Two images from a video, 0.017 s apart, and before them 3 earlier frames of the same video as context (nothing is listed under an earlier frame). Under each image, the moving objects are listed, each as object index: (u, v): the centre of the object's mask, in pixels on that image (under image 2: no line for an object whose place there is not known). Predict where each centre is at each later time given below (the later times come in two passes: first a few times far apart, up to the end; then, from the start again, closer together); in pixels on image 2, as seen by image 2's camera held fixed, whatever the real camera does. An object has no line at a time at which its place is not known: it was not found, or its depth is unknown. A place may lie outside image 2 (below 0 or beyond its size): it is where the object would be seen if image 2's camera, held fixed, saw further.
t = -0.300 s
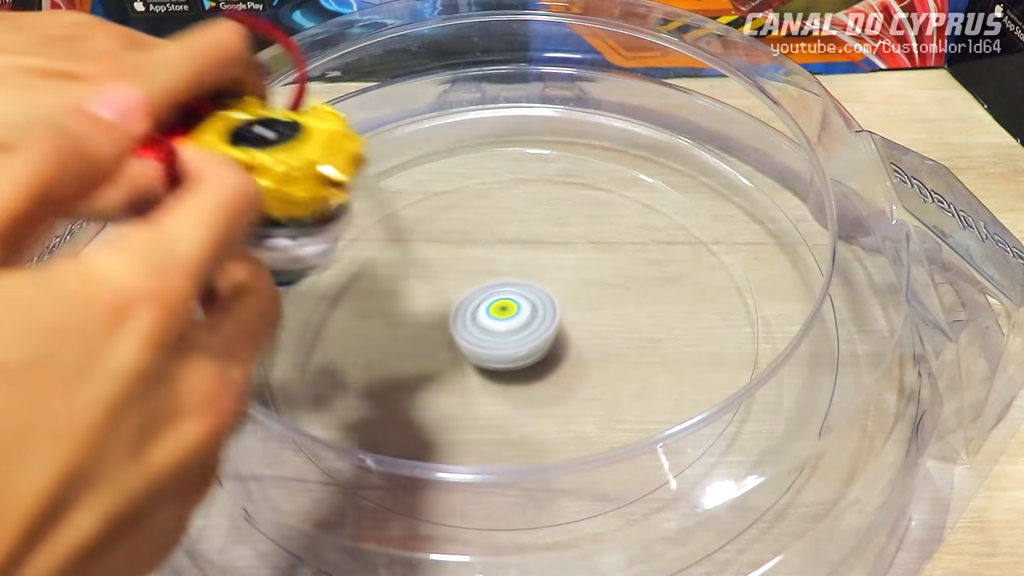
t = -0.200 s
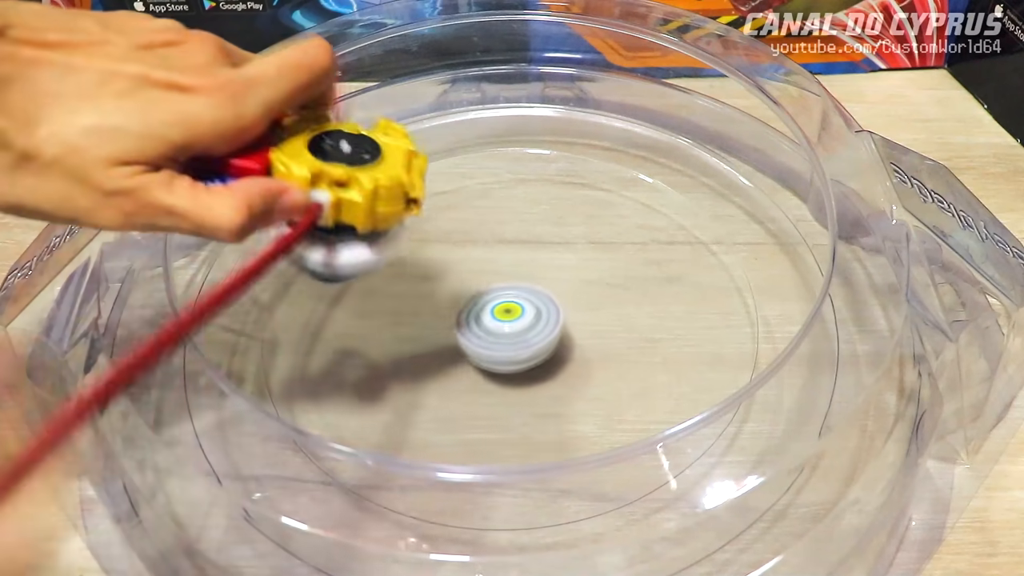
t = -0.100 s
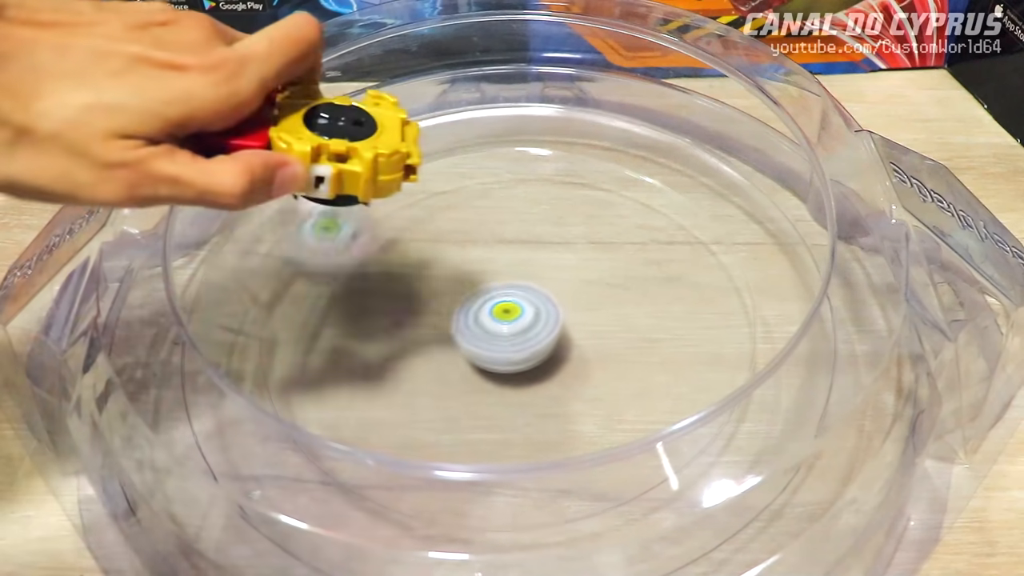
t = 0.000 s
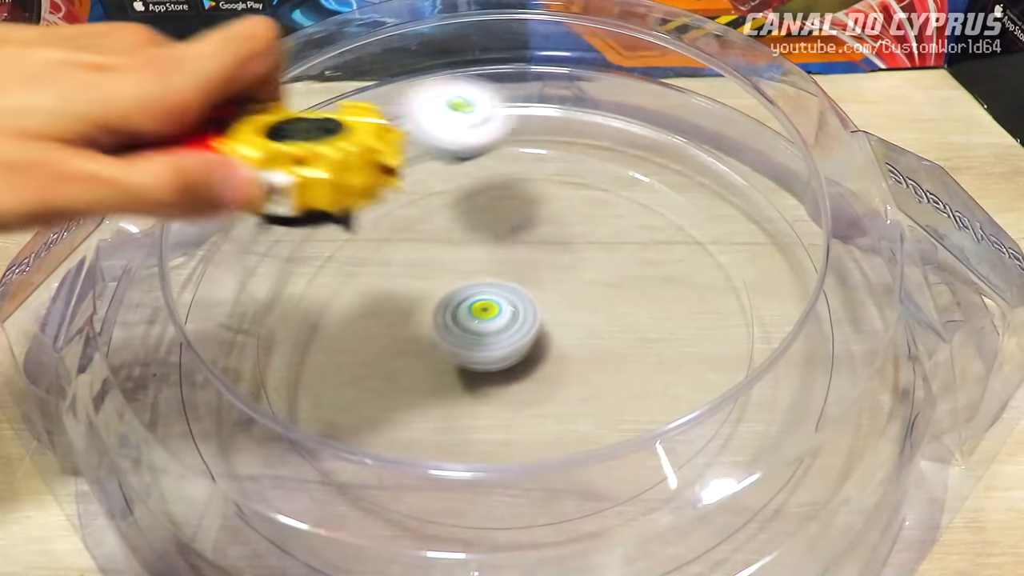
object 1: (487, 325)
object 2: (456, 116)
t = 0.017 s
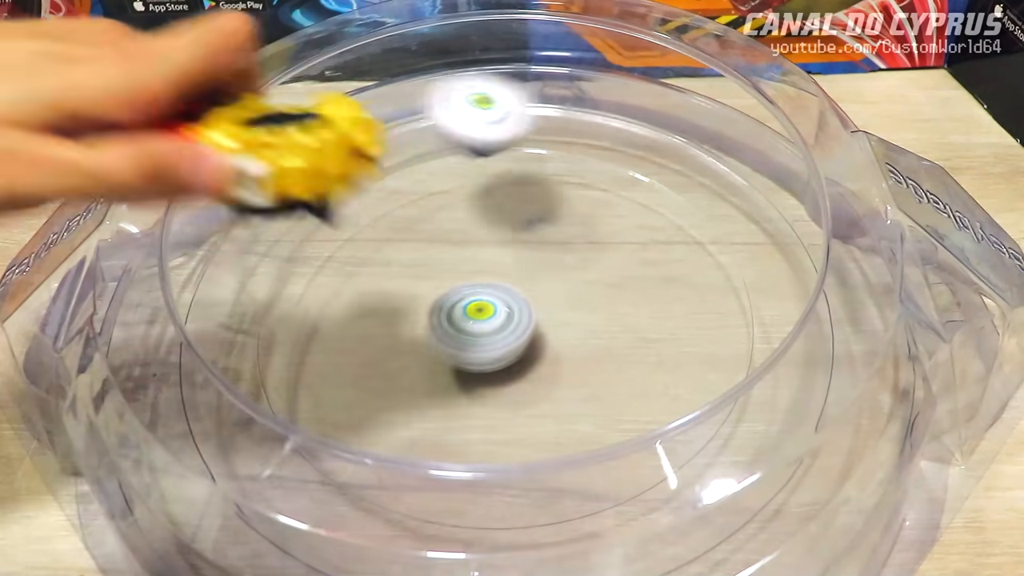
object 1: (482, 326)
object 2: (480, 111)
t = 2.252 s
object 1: (527, 309)
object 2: (676, 404)
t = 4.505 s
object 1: (504, 306)
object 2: (693, 239)
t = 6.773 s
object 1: (499, 308)
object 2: (448, 152)
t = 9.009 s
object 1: (515, 311)
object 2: (535, 218)
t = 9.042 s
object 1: (514, 327)
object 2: (549, 218)
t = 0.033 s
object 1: (477, 327)
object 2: (502, 110)
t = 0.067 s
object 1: (465, 332)
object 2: (549, 123)
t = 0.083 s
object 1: (461, 335)
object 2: (569, 134)
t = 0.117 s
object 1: (451, 341)
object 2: (607, 111)
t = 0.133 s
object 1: (447, 343)
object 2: (625, 104)
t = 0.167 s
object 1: (445, 345)
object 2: (661, 100)
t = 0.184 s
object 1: (444, 346)
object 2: (679, 103)
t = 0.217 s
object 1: (448, 345)
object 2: (717, 127)
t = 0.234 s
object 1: (453, 345)
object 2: (739, 145)
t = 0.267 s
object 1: (461, 344)
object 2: (752, 172)
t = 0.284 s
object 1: (465, 344)
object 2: (748, 190)
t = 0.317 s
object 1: (474, 339)
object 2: (754, 239)
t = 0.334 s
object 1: (479, 337)
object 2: (753, 272)
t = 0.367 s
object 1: (487, 331)
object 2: (739, 318)
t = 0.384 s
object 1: (491, 329)
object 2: (735, 353)
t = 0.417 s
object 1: (498, 326)
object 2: (710, 416)
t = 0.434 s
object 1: (499, 324)
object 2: (692, 438)
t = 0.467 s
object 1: (503, 320)
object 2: (650, 512)
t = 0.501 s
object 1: (504, 316)
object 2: (608, 539)
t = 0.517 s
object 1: (504, 314)
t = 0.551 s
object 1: (504, 311)
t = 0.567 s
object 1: (503, 310)
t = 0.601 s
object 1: (499, 303)
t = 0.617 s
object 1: (496, 299)
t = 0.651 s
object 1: (493, 292)
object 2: (386, 550)
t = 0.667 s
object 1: (490, 290)
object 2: (362, 548)
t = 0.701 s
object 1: (483, 285)
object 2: (326, 541)
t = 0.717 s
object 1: (480, 283)
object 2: (309, 538)
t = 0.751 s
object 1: (469, 280)
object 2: (276, 531)
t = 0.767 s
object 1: (463, 279)
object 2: (258, 529)
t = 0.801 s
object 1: (453, 281)
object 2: (226, 519)
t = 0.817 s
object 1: (448, 284)
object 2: (215, 513)
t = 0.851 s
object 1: (445, 293)
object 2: (196, 490)
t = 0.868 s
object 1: (446, 297)
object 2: (184, 477)
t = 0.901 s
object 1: (451, 303)
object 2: (164, 456)
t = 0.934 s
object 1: (457, 308)
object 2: (149, 433)
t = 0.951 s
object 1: (461, 311)
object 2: (152, 420)
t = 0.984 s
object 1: (467, 315)
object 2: (158, 393)
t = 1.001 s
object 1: (470, 317)
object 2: (162, 379)
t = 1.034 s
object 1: (474, 319)
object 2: (173, 354)
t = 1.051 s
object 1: (475, 319)
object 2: (183, 340)
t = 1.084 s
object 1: (480, 317)
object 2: (203, 314)
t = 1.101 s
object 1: (484, 317)
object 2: (211, 303)
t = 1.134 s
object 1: (488, 314)
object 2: (228, 281)
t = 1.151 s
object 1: (489, 312)
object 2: (234, 271)
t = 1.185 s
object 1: (495, 308)
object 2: (252, 251)
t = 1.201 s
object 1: (499, 306)
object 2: (262, 241)
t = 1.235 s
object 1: (508, 302)
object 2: (287, 222)
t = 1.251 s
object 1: (514, 299)
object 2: (301, 213)
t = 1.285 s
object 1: (523, 294)
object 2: (338, 191)
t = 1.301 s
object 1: (527, 292)
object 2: (358, 181)
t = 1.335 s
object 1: (532, 289)
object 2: (405, 163)
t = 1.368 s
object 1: (535, 291)
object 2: (458, 144)
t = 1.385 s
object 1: (534, 292)
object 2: (485, 139)
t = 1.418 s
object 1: (532, 297)
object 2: (545, 130)
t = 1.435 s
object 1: (529, 299)
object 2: (576, 127)
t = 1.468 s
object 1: (521, 302)
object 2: (637, 130)
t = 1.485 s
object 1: (517, 304)
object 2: (662, 135)
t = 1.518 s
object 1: (507, 304)
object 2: (708, 140)
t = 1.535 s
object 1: (504, 303)
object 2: (725, 144)
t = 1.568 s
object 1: (502, 304)
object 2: (757, 152)
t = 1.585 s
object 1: (503, 304)
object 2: (768, 162)
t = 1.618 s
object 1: (509, 308)
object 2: (796, 174)
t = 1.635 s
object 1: (514, 309)
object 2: (809, 180)
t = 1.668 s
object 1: (524, 311)
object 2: (827, 194)
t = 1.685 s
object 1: (530, 310)
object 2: (834, 199)
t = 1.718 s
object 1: (541, 307)
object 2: (853, 216)
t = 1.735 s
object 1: (544, 304)
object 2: (861, 224)
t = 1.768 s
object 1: (545, 301)
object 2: (879, 240)
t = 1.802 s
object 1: (544, 298)
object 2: (892, 254)
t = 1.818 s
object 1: (543, 298)
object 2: (898, 264)
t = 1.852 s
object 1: (541, 298)
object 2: (908, 277)
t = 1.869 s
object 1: (539, 298)
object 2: (912, 286)
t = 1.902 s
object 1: (534, 298)
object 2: (915, 302)
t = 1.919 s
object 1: (532, 298)
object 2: (913, 309)
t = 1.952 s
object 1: (527, 300)
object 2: (895, 318)
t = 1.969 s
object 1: (524, 300)
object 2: (885, 323)
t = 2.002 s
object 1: (519, 301)
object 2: (873, 335)
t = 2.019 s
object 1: (517, 301)
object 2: (861, 339)
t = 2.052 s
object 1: (514, 302)
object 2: (846, 349)
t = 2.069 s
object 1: (512, 302)
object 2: (838, 355)
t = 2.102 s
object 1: (510, 301)
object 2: (812, 372)
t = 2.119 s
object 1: (510, 300)
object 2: (799, 374)
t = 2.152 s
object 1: (513, 301)
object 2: (776, 383)
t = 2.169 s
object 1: (515, 301)
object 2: (764, 385)
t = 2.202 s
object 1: (520, 302)
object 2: (734, 391)
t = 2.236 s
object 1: (526, 307)
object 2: (698, 401)
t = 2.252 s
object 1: (527, 309)
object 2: (676, 404)
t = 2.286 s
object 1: (522, 315)
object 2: (625, 415)
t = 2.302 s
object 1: (519, 316)
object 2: (597, 419)
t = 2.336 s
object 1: (515, 320)
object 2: (532, 419)
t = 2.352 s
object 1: (513, 319)
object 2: (499, 418)
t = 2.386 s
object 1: (507, 322)
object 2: (432, 406)
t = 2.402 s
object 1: (505, 323)
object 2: (400, 395)
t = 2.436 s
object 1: (502, 324)
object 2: (348, 358)
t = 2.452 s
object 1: (500, 323)
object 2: (328, 338)
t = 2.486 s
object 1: (498, 322)
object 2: (302, 292)
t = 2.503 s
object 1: (498, 321)
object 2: (293, 268)
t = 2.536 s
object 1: (498, 319)
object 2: (292, 224)
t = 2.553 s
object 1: (499, 317)
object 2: (294, 202)
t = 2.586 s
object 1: (502, 316)
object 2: (303, 168)
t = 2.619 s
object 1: (506, 314)
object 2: (310, 142)
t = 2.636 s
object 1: (508, 313)
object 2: (313, 132)
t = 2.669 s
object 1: (513, 313)
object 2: (329, 110)
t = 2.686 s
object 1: (516, 313)
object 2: (337, 105)
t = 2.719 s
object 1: (519, 313)
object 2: (348, 93)
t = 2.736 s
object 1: (521, 314)
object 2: (355, 91)
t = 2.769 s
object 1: (525, 315)
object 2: (371, 87)
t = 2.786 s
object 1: (525, 316)
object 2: (378, 86)
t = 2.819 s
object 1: (522, 318)
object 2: (393, 86)
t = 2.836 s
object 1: (518, 318)
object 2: (400, 85)
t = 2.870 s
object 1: (512, 316)
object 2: (418, 85)
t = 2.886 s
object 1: (508, 315)
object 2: (430, 86)
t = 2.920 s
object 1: (498, 309)
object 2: (452, 92)
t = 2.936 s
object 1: (494, 306)
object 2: (461, 92)
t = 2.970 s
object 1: (488, 303)
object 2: (479, 97)
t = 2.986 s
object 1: (486, 301)
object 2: (486, 99)
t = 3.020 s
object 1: (484, 297)
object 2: (500, 105)
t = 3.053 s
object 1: (485, 297)
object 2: (516, 110)
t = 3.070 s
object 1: (486, 297)
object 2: (524, 114)
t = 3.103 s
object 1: (489, 297)
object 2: (544, 126)
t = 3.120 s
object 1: (492, 299)
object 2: (555, 136)
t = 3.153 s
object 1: (495, 301)
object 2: (578, 156)
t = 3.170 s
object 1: (497, 302)
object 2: (592, 167)
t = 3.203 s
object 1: (501, 308)
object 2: (626, 196)
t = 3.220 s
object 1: (502, 309)
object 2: (640, 212)
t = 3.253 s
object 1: (503, 314)
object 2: (665, 252)
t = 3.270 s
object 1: (503, 316)
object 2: (674, 273)
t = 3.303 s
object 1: (500, 318)
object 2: (681, 319)
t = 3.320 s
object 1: (499, 321)
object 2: (678, 342)
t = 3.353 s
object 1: (494, 323)
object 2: (656, 384)
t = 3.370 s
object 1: (490, 323)
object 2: (642, 411)
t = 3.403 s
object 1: (486, 324)
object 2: (598, 449)
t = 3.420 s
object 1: (483, 323)
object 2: (572, 464)
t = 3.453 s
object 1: (479, 320)
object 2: (505, 487)
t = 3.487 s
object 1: (476, 316)
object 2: (434, 495)
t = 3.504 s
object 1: (474, 314)
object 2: (404, 497)
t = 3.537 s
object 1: (472, 310)
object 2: (349, 504)
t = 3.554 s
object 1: (472, 307)
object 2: (330, 507)
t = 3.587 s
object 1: (473, 303)
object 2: (297, 510)
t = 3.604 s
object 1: (474, 301)
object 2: (281, 509)
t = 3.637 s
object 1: (475, 296)
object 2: (256, 499)
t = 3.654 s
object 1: (478, 295)
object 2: (248, 489)
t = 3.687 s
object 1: (482, 291)
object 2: (238, 468)
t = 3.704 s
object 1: (484, 289)
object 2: (237, 451)
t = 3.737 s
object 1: (491, 288)
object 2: (234, 430)
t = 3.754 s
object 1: (494, 287)
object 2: (231, 424)
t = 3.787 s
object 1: (500, 287)
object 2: (224, 412)
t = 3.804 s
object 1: (502, 287)
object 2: (223, 405)
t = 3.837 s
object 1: (506, 288)
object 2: (220, 392)
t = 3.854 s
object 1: (508, 289)
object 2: (219, 386)
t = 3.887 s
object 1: (510, 290)
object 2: (220, 372)
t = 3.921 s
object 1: (513, 294)
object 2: (220, 361)
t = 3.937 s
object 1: (513, 296)
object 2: (222, 355)
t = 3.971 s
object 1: (514, 300)
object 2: (225, 344)
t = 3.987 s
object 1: (514, 301)
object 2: (228, 338)
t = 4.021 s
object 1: (513, 303)
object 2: (240, 322)
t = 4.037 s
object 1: (513, 305)
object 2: (240, 317)
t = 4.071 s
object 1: (511, 306)
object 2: (243, 306)
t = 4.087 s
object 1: (511, 308)
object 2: (248, 299)
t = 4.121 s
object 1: (509, 309)
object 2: (259, 284)
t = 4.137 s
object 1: (508, 310)
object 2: (271, 275)
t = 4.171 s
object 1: (506, 312)
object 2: (294, 255)
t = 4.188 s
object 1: (505, 311)
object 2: (308, 243)
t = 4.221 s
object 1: (504, 313)
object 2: (342, 221)
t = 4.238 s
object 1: (503, 312)
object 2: (359, 210)
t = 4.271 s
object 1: (502, 313)
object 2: (399, 192)
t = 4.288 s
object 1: (502, 312)
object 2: (420, 185)
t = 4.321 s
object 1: (502, 310)
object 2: (464, 175)
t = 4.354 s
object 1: (501, 307)
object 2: (510, 172)
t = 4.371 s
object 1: (501, 308)
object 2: (534, 174)
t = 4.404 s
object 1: (501, 306)
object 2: (578, 180)
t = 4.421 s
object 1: (501, 306)
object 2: (600, 186)
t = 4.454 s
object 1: (502, 306)
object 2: (643, 203)
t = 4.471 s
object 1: (502, 305)
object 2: (661, 214)
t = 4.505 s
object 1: (504, 306)
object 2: (693, 239)
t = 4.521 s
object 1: (505, 305)
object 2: (707, 254)
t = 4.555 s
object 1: (507, 306)
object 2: (726, 288)
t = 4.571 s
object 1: (508, 305)
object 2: (732, 306)
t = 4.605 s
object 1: (510, 307)
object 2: (732, 343)
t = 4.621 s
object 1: (511, 307)
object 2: (726, 362)
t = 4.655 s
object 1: (513, 308)
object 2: (708, 402)
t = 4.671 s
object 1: (513, 308)
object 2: (697, 429)
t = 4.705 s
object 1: (514, 309)
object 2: (661, 455)
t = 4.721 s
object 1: (514, 309)
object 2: (645, 464)
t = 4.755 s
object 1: (514, 310)
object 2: (617, 478)
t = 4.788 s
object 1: (514, 310)
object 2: (597, 485)
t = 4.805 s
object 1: (514, 311)
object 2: (584, 487)
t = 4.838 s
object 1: (513, 311)
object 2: (561, 490)
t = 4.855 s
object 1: (513, 312)
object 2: (545, 491)
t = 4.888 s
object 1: (512, 312)
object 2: (512, 490)
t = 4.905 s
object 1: (512, 313)
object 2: (489, 487)
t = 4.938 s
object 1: (511, 313)
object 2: (444, 478)
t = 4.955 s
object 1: (511, 315)
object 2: (420, 468)
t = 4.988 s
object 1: (511, 314)
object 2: (377, 444)
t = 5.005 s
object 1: (511, 316)
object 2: (359, 430)
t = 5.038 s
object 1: (510, 315)
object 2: (332, 395)
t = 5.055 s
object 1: (510, 317)
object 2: (321, 381)
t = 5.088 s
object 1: (510, 316)
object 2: (310, 345)
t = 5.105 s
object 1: (510, 317)
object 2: (308, 324)
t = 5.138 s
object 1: (509, 316)
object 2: (312, 287)
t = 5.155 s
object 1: (509, 317)
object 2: (320, 271)
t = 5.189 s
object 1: (507, 315)
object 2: (336, 238)
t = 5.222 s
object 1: (506, 316)
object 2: (362, 209)
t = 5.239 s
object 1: (505, 315)
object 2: (378, 195)
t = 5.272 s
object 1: (505, 316)
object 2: (412, 172)
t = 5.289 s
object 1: (504, 315)
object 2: (432, 162)
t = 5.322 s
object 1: (503, 315)
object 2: (474, 148)
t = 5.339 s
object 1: (503, 315)
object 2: (495, 143)
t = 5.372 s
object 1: (503, 315)
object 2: (538, 137)
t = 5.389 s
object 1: (503, 315)
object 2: (559, 136)
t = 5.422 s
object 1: (503, 314)
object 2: (600, 137)
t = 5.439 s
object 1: (503, 314)
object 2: (621, 141)
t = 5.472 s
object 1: (503, 314)
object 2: (659, 155)
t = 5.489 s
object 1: (503, 314)
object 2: (676, 161)
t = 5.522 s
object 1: (503, 313)
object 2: (706, 178)
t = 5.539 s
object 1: (504, 314)
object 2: (716, 183)
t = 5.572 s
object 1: (503, 313)
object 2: (732, 196)
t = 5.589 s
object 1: (503, 314)
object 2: (739, 200)
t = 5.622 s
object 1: (502, 314)
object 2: (752, 211)
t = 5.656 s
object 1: (502, 314)
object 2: (760, 222)
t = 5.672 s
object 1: (501, 314)
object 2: (764, 227)
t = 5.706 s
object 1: (501, 314)
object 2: (774, 237)
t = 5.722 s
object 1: (501, 314)
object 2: (774, 242)
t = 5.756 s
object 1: (500, 313)
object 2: (785, 253)
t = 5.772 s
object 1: (500, 314)
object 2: (787, 257)
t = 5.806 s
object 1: (498, 312)
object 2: (791, 269)
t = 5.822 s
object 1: (498, 313)
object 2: (792, 274)
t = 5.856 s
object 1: (497, 311)
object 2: (796, 286)
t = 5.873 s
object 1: (497, 311)
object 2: (795, 291)
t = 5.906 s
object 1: (497, 310)
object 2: (796, 303)
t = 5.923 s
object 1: (497, 310)
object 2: (794, 308)
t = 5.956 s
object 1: (498, 310)
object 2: (793, 320)
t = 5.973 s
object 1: (499, 309)
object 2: (792, 324)
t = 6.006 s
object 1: (500, 309)
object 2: (787, 336)
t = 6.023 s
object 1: (500, 308)
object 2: (784, 340)
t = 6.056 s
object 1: (502, 309)
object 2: (776, 352)
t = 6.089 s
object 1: (503, 309)
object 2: (768, 364)
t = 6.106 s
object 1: (503, 308)
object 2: (762, 369)
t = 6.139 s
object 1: (504, 309)
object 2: (751, 380)
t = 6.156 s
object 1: (503, 308)
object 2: (745, 385)
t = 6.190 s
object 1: (503, 309)
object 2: (729, 397)
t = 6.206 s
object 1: (503, 309)
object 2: (720, 404)
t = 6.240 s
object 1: (504, 309)
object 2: (687, 418)
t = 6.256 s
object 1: (504, 310)
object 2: (671, 422)
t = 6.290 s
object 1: (505, 309)
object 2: (625, 437)
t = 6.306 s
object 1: (505, 310)
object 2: (599, 445)
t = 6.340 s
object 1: (506, 310)
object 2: (549, 451)
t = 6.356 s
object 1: (507, 310)
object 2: (524, 450)
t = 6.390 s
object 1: (507, 310)
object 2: (477, 443)
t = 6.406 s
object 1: (507, 309)
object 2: (451, 436)
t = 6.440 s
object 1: (508, 309)
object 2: (410, 413)
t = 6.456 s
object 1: (508, 307)
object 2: (392, 405)
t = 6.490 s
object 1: (510, 306)
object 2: (362, 377)
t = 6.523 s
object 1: (510, 306)
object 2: (341, 346)
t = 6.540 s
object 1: (510, 305)
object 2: (336, 329)
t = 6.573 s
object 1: (509, 306)
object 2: (331, 294)
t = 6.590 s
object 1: (508, 305)
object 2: (333, 278)
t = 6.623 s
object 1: (506, 305)
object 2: (342, 247)
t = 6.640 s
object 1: (506, 306)
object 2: (349, 232)
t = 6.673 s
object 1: (504, 306)
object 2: (367, 206)
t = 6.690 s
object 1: (504, 307)
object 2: (378, 195)
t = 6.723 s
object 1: (502, 308)
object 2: (403, 175)
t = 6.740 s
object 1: (501, 308)
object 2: (418, 166)
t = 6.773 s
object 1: (499, 308)
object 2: (448, 152)
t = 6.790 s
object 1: (498, 307)
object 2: (465, 146)
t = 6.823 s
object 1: (497, 309)
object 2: (498, 140)
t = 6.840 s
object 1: (497, 309)
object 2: (515, 140)
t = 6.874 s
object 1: (497, 309)
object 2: (547, 141)
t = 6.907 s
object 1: (498, 311)
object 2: (579, 148)
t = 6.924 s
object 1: (498, 313)
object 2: (594, 155)
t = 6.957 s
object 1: (498, 313)
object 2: (621, 170)
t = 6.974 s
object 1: (499, 314)
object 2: (634, 180)
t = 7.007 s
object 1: (500, 315)
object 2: (654, 202)
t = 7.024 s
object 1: (500, 314)
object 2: (661, 214)
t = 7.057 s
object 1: (501, 315)
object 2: (670, 241)
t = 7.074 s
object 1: (501, 314)
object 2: (672, 255)
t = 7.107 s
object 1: (502, 314)
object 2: (669, 286)
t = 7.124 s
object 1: (503, 315)
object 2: (666, 301)
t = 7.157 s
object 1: (505, 315)
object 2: (649, 332)
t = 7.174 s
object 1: (506, 315)
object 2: (637, 346)
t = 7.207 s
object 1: (507, 314)
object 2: (608, 370)
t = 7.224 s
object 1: (506, 312)
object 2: (589, 381)
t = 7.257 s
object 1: (507, 309)
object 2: (552, 398)
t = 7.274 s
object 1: (508, 309)
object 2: (535, 404)
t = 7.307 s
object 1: (508, 309)
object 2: (492, 408)
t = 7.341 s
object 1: (507, 310)
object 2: (450, 407)
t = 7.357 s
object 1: (507, 310)
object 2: (430, 404)
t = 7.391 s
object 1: (507, 310)
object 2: (394, 394)
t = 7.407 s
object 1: (506, 310)
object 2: (376, 385)
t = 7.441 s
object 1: (505, 311)
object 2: (351, 367)
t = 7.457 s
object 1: (504, 310)
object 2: (342, 357)
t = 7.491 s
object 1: (503, 311)
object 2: (326, 336)
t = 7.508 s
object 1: (503, 312)
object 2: (323, 326)
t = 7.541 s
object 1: (502, 311)
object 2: (319, 304)
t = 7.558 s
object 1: (502, 313)
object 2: (318, 293)
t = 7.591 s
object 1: (502, 313)
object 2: (325, 275)
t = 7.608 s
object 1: (502, 312)
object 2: (331, 264)
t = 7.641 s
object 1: (502, 313)
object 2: (344, 247)
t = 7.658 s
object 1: (502, 314)
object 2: (353, 241)
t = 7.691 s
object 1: (502, 314)
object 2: (371, 227)
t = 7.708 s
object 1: (502, 315)
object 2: (380, 223)
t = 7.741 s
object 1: (503, 316)
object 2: (403, 215)
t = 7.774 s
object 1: (503, 316)
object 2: (429, 209)
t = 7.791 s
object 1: (503, 315)
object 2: (442, 206)
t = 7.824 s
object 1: (504, 315)
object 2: (472, 206)
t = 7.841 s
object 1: (504, 315)
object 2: (488, 207)
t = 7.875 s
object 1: (504, 314)
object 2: (518, 211)
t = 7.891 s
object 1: (505, 314)
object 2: (534, 216)
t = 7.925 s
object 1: (505, 314)
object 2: (563, 229)
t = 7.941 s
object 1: (505, 313)
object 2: (577, 236)
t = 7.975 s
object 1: (505, 312)
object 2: (601, 255)
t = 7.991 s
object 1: (505, 312)
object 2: (611, 266)
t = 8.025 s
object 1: (506, 311)
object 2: (627, 290)
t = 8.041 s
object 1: (506, 311)
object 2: (630, 303)
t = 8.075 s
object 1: (506, 310)
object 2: (631, 329)
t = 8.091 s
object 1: (506, 309)
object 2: (629, 341)
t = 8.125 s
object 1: (505, 308)
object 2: (619, 364)
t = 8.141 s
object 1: (505, 309)
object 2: (612, 376)
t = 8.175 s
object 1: (504, 308)
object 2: (592, 393)
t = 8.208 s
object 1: (504, 307)
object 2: (568, 405)
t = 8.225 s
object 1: (503, 307)
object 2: (552, 410)
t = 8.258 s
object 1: (502, 306)
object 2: (526, 415)
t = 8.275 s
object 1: (502, 306)
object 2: (515, 417)
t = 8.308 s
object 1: (501, 305)
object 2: (488, 417)
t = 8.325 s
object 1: (501, 306)
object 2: (475, 417)
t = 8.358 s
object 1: (500, 306)
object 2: (451, 412)
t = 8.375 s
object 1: (499, 305)
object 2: (441, 409)
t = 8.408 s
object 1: (499, 305)
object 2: (422, 399)
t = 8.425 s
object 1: (499, 306)
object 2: (412, 393)
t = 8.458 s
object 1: (498, 307)
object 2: (398, 378)
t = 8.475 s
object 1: (497, 306)
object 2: (394, 368)
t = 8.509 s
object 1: (497, 307)
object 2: (388, 350)
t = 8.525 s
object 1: (497, 308)
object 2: (387, 342)
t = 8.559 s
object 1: (497, 307)
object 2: (388, 322)
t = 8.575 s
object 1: (498, 307)
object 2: (389, 312)
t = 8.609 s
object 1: (499, 305)
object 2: (391, 295)
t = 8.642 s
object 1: (505, 304)
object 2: (391, 279)
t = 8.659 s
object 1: (508, 302)
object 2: (390, 270)
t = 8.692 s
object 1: (510, 300)
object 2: (392, 252)
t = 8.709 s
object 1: (510, 301)
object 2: (395, 245)
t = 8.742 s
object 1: (509, 300)
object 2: (403, 230)
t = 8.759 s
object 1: (509, 298)
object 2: (407, 224)
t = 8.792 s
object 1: (509, 297)
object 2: (421, 213)
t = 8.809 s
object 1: (509, 298)
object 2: (429, 210)
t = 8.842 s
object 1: (509, 297)
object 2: (446, 205)
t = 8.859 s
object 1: (509, 295)
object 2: (455, 203)
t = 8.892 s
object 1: (509, 295)
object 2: (477, 203)
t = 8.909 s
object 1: (508, 297)
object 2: (486, 205)
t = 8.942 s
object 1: (511, 301)
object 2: (503, 206)
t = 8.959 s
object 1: (513, 305)
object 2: (512, 207)
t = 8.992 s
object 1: (515, 309)
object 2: (528, 213)
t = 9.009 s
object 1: (515, 311)
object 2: (535, 218)
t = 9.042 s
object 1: (514, 327)
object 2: (549, 218)
